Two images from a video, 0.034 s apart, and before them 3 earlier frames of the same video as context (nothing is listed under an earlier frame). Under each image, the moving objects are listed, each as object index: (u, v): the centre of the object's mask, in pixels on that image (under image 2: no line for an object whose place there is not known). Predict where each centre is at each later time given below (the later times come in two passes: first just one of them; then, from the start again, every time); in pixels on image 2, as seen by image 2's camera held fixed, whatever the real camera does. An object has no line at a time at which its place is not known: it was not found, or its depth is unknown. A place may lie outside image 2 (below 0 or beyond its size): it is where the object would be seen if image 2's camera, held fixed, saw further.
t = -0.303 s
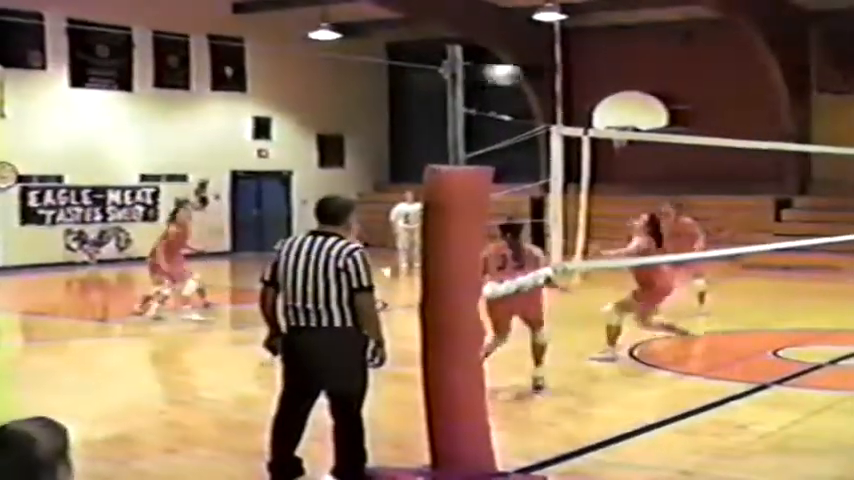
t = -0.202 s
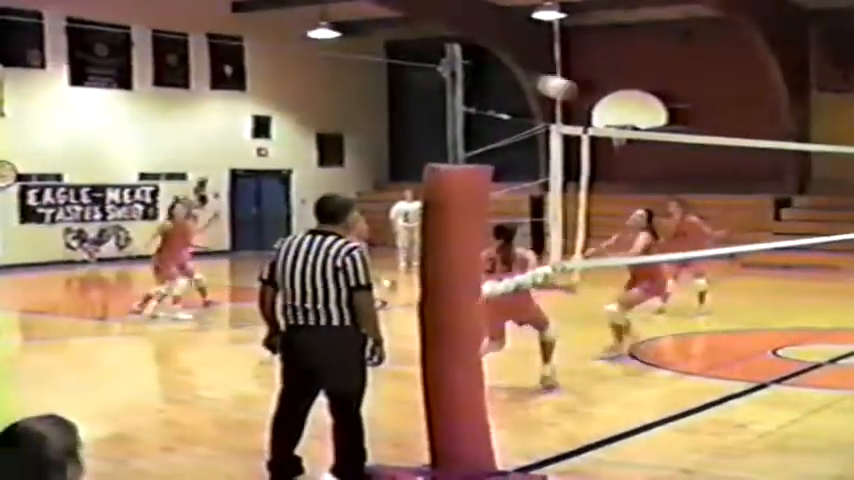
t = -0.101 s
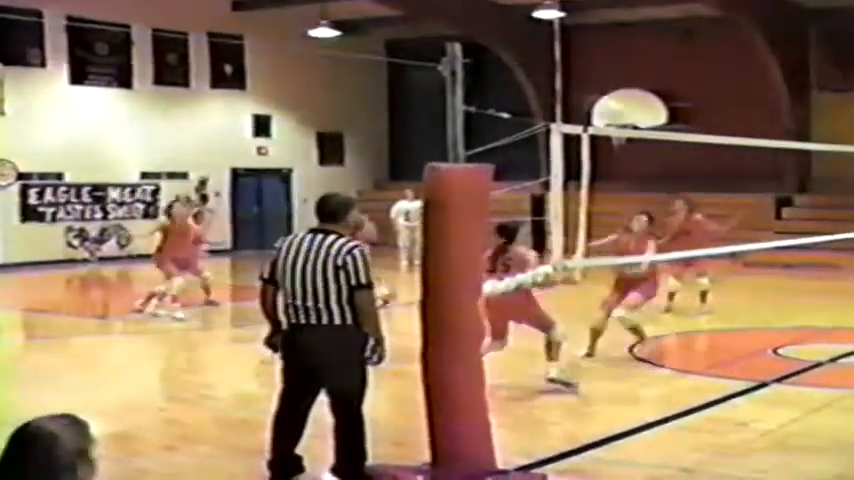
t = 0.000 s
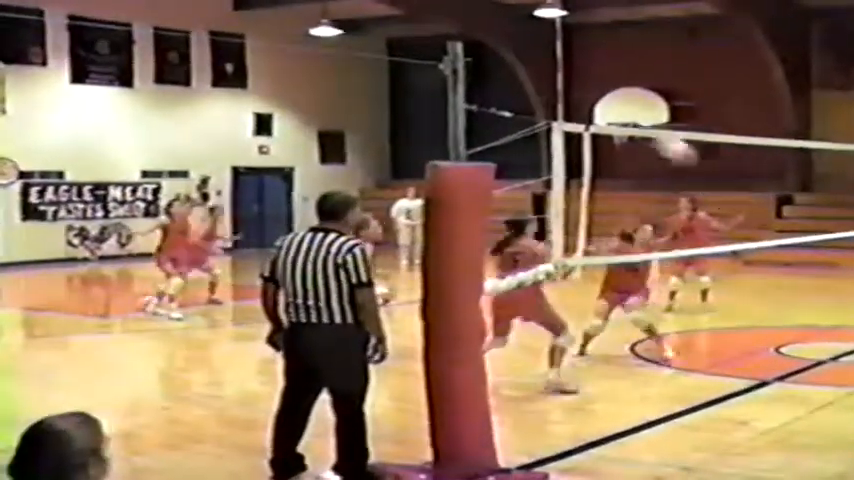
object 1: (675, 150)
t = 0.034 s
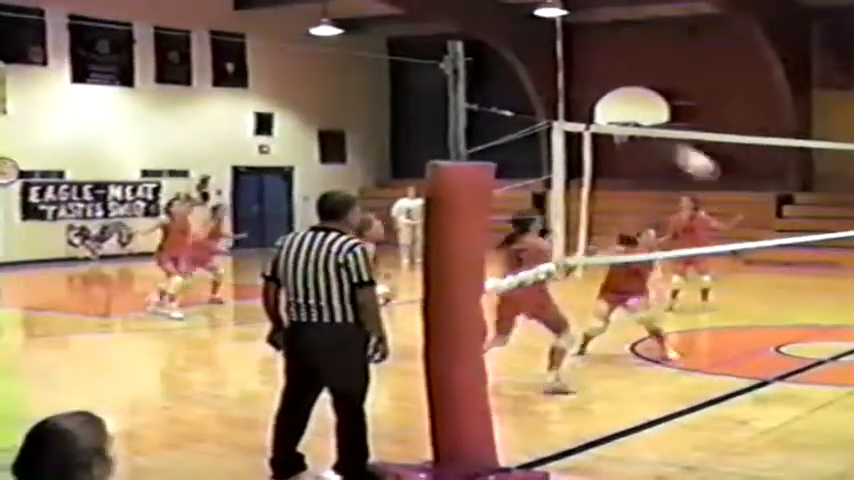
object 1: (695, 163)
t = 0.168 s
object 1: (775, 232)
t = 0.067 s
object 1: (715, 177)
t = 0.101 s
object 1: (737, 198)
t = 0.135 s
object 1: (757, 216)
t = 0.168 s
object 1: (775, 232)
